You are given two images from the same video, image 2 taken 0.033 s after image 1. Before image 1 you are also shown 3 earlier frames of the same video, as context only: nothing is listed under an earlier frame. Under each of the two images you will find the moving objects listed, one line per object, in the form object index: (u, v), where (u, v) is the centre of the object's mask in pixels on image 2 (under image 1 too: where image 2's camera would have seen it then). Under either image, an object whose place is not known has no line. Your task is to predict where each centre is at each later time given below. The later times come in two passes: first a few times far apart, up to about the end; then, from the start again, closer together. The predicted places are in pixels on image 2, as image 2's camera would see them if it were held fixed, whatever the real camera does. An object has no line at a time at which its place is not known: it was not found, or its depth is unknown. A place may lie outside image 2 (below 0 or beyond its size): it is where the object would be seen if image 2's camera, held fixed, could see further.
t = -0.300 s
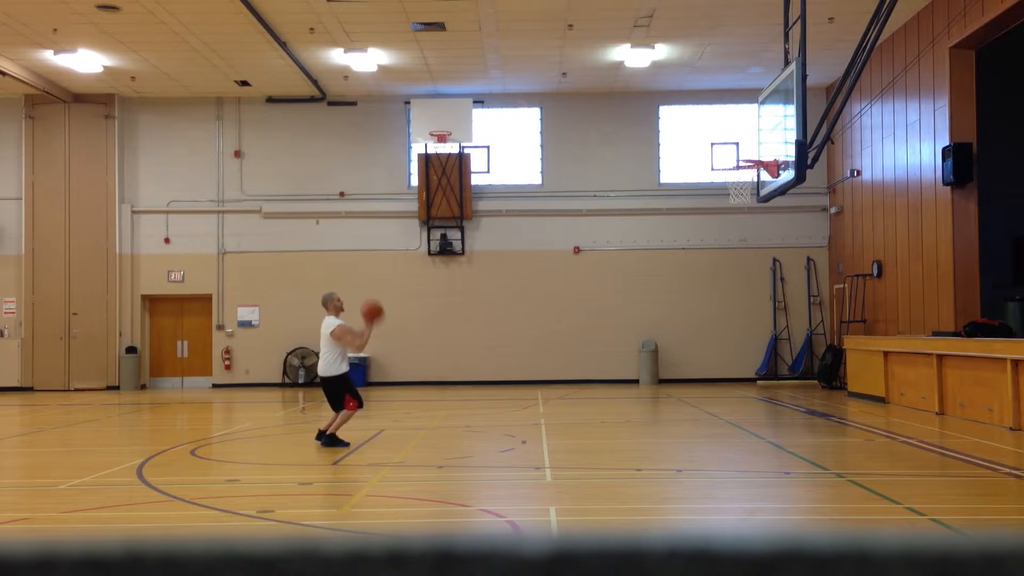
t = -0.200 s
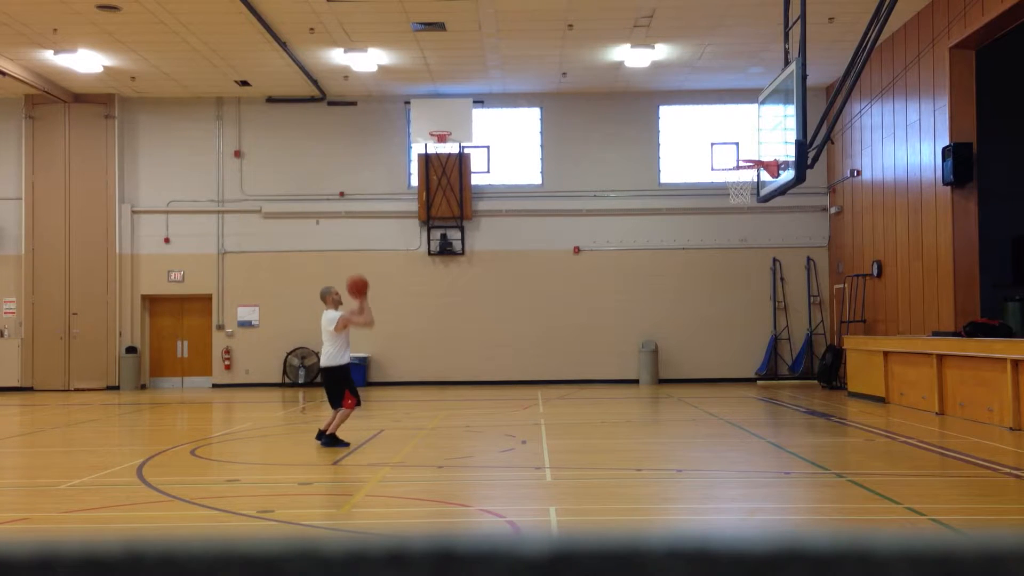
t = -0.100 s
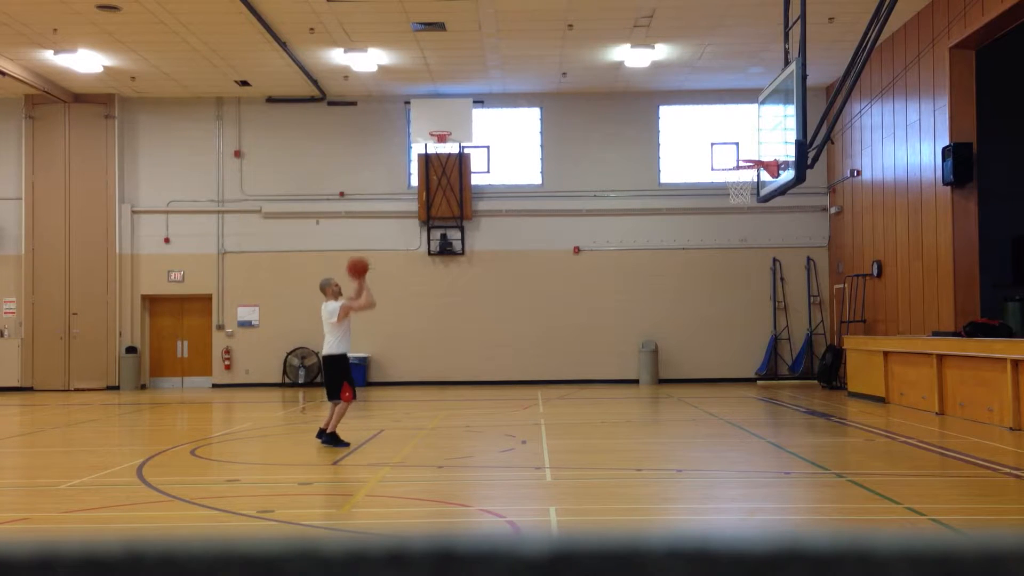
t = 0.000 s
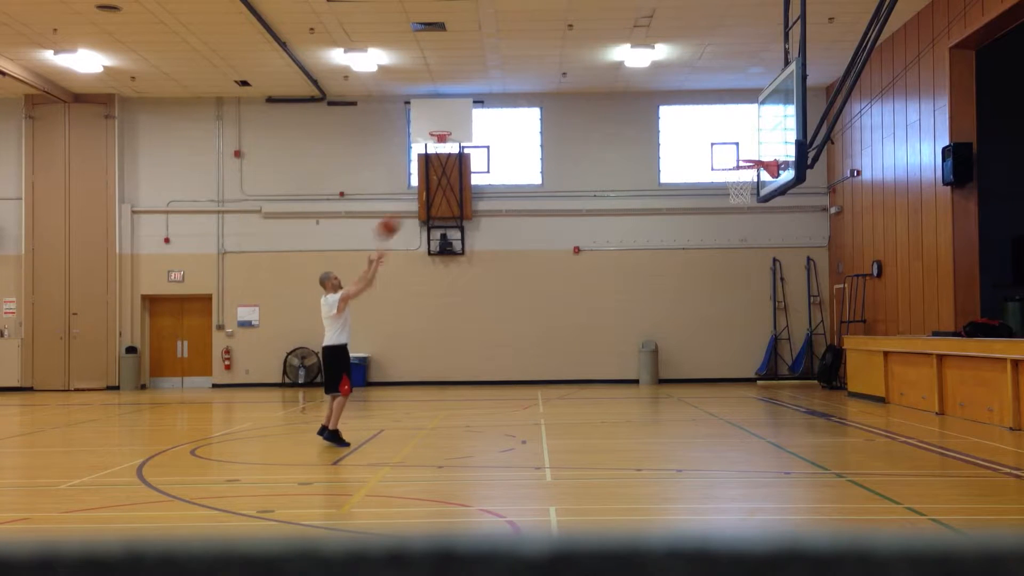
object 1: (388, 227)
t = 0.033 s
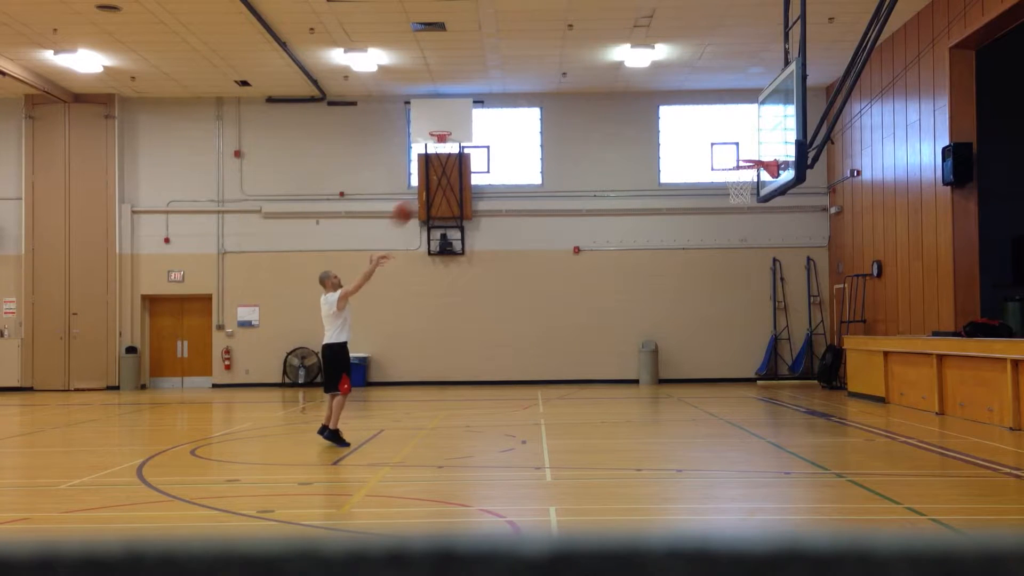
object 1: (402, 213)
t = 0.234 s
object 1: (493, 149)
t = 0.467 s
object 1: (595, 120)
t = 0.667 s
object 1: (680, 133)
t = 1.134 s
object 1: (752, 242)
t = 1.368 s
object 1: (748, 346)
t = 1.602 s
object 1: (739, 390)
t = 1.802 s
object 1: (719, 321)
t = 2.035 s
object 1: (697, 288)
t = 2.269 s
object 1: (676, 304)
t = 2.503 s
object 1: (657, 367)
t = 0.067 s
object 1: (417, 199)
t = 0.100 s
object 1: (430, 186)
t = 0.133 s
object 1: (447, 176)
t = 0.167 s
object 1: (461, 166)
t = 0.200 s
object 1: (478, 157)
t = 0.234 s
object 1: (493, 149)
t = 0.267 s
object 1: (507, 141)
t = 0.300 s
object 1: (522, 135)
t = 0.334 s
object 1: (540, 131)
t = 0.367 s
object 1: (552, 127)
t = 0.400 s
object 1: (566, 124)
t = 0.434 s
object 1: (580, 122)
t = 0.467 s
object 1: (595, 120)
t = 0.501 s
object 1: (609, 119)
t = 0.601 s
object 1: (650, 125)
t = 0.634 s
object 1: (666, 128)
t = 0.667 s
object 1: (680, 133)
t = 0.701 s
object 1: (695, 138)
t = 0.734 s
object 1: (709, 145)
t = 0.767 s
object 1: (723, 152)
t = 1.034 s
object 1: (754, 211)
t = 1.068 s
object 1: (753, 221)
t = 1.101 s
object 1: (753, 231)
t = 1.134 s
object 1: (752, 242)
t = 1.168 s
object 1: (752, 255)
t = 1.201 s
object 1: (751, 268)
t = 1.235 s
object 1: (751, 282)
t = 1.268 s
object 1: (750, 296)
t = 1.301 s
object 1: (750, 312)
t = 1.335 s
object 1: (749, 329)
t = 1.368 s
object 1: (748, 346)
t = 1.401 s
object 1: (748, 363)
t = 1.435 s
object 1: (748, 385)
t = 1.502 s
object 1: (748, 425)
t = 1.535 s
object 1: (745, 421)
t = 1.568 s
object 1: (742, 405)
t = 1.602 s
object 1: (739, 390)
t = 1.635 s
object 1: (735, 376)
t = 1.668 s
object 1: (732, 363)
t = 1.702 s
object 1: (729, 351)
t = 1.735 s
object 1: (726, 340)
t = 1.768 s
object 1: (723, 331)
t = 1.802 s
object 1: (719, 321)
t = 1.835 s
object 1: (716, 314)
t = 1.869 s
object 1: (713, 307)
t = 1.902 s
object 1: (710, 301)
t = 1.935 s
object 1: (707, 297)
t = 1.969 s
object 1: (703, 293)
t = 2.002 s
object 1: (700, 290)
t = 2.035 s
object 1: (697, 288)
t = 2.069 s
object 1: (694, 288)
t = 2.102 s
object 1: (691, 288)
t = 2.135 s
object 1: (688, 290)
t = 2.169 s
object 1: (685, 292)
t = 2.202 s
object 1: (682, 295)
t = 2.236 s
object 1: (679, 299)
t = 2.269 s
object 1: (676, 304)
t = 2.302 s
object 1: (673, 311)
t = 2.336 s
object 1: (670, 317)
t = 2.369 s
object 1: (668, 326)
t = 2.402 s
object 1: (665, 335)
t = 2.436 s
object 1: (662, 345)
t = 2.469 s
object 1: (659, 355)
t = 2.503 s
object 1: (657, 367)
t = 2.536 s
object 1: (654, 380)
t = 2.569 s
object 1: (651, 394)
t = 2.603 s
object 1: (649, 409)
